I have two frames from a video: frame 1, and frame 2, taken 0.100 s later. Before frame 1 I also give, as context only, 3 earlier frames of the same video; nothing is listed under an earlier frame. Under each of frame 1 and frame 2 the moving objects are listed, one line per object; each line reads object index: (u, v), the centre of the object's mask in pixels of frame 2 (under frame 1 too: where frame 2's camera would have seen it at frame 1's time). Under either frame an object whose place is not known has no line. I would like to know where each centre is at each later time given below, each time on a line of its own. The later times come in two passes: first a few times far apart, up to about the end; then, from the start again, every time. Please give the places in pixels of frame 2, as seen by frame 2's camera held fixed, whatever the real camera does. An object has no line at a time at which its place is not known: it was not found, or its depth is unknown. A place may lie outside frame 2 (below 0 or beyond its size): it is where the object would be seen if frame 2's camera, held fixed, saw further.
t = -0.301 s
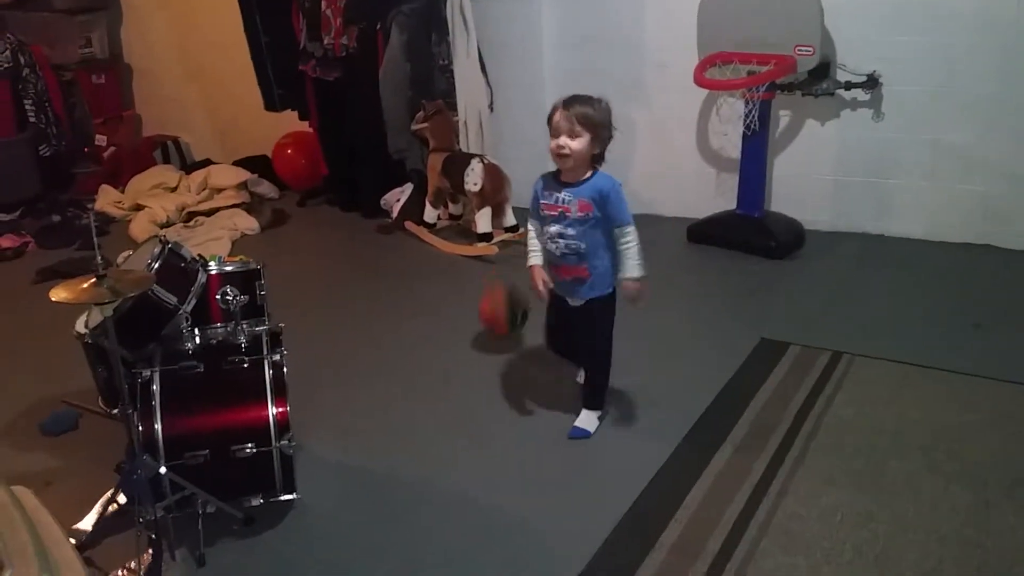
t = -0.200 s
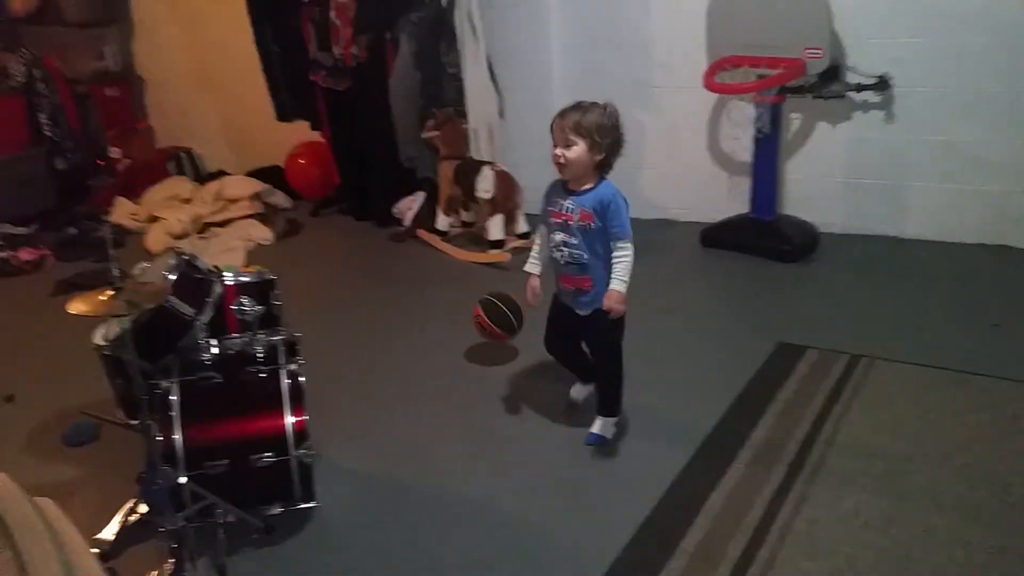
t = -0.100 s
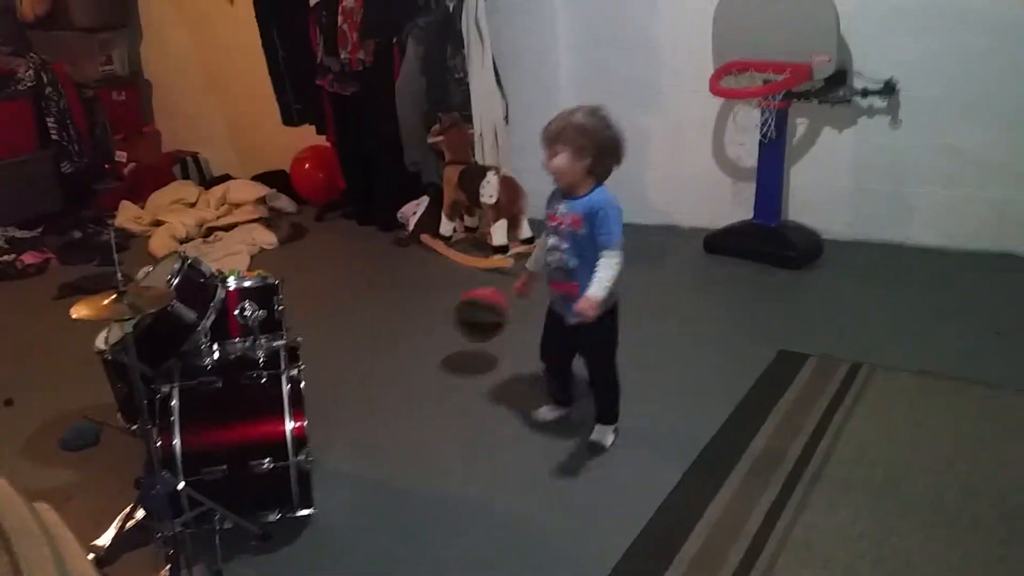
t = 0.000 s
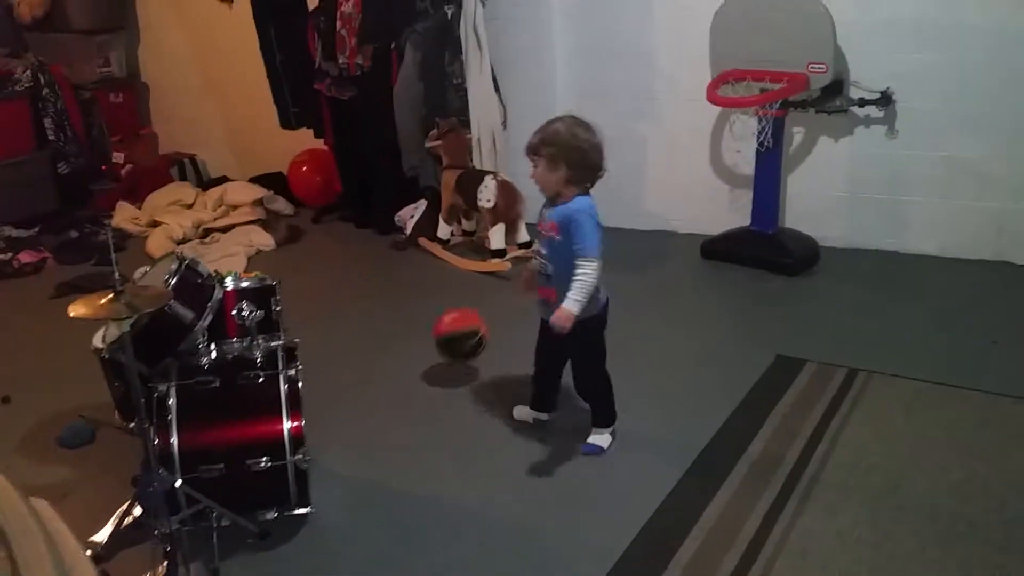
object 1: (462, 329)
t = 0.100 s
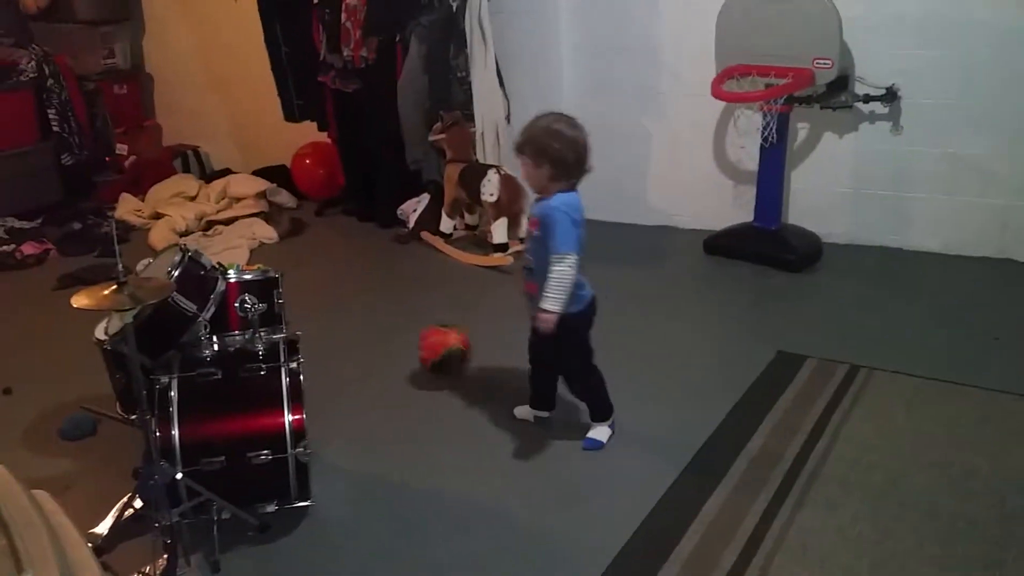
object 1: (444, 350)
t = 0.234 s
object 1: (417, 341)
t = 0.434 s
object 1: (373, 362)
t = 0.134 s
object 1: (437, 344)
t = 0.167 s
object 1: (430, 341)
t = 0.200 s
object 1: (423, 340)
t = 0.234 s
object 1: (417, 341)
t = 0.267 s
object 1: (409, 346)
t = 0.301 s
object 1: (404, 354)
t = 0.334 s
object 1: (397, 366)
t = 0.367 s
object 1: (389, 372)
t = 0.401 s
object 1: (381, 365)
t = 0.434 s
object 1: (373, 362)
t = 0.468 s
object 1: (365, 361)
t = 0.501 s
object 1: (358, 363)
